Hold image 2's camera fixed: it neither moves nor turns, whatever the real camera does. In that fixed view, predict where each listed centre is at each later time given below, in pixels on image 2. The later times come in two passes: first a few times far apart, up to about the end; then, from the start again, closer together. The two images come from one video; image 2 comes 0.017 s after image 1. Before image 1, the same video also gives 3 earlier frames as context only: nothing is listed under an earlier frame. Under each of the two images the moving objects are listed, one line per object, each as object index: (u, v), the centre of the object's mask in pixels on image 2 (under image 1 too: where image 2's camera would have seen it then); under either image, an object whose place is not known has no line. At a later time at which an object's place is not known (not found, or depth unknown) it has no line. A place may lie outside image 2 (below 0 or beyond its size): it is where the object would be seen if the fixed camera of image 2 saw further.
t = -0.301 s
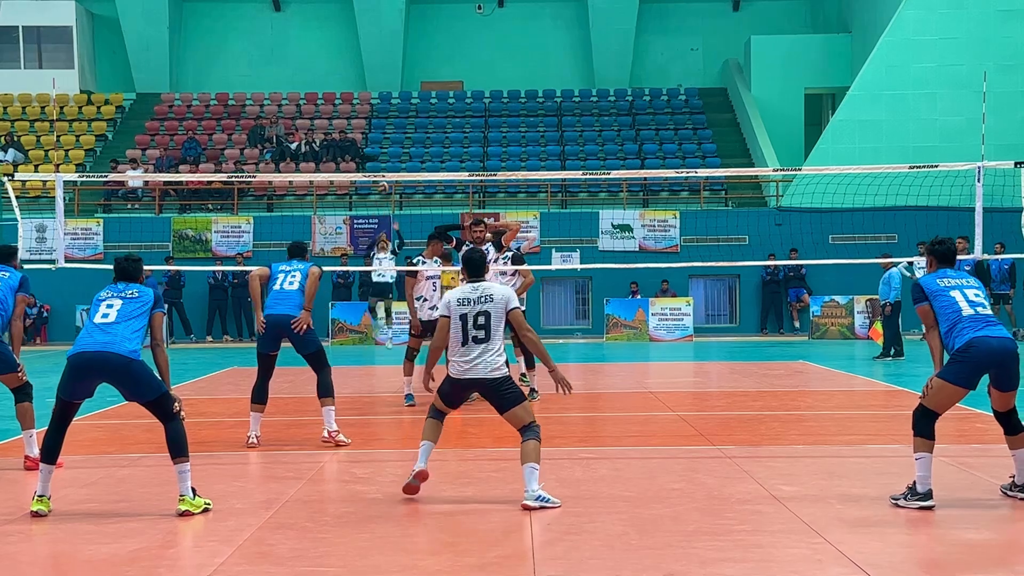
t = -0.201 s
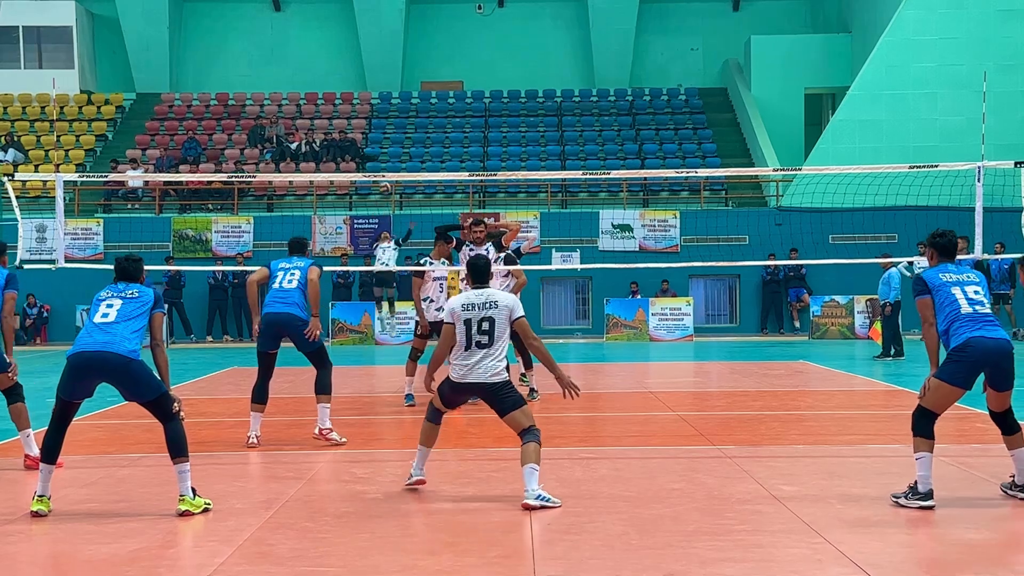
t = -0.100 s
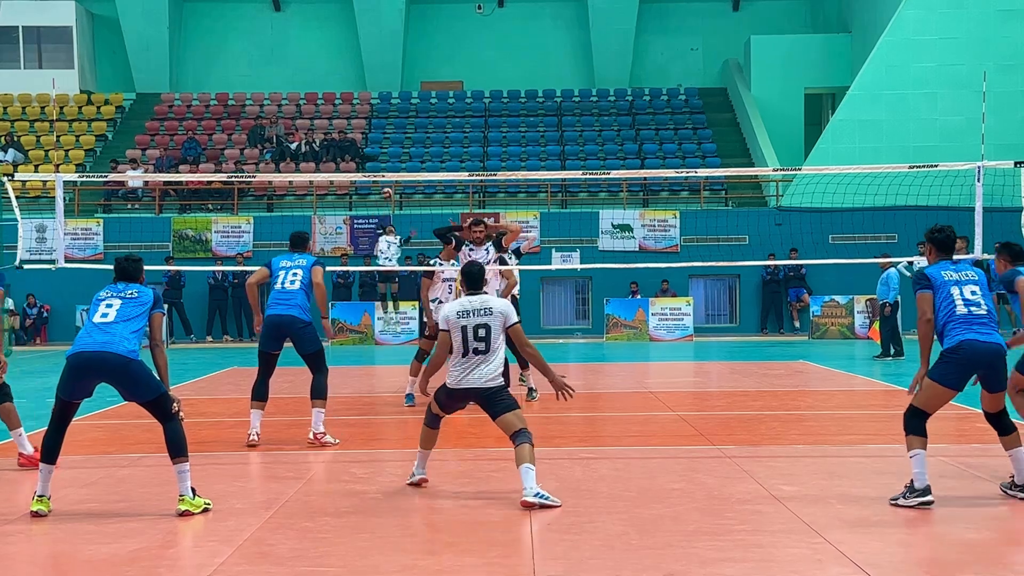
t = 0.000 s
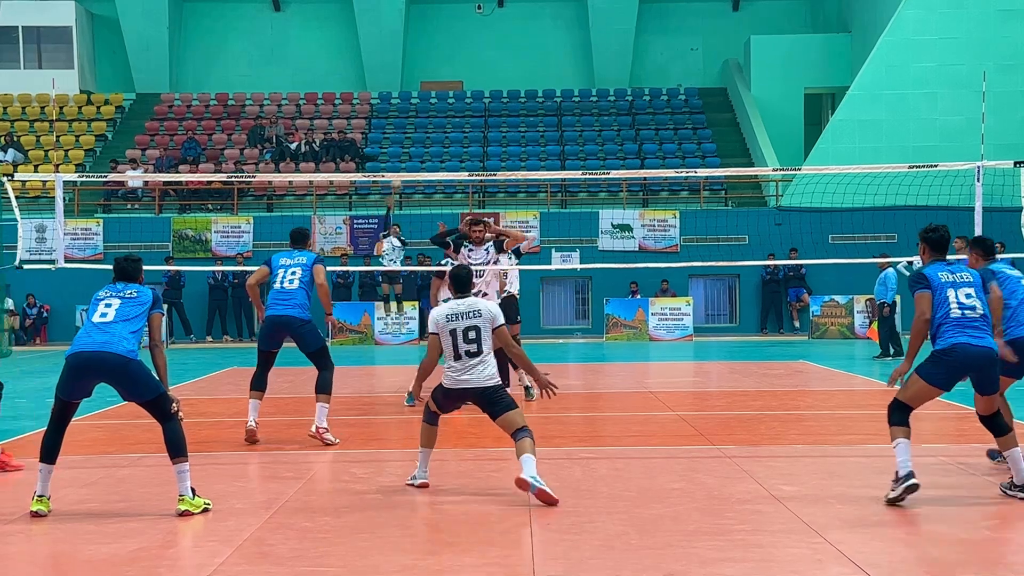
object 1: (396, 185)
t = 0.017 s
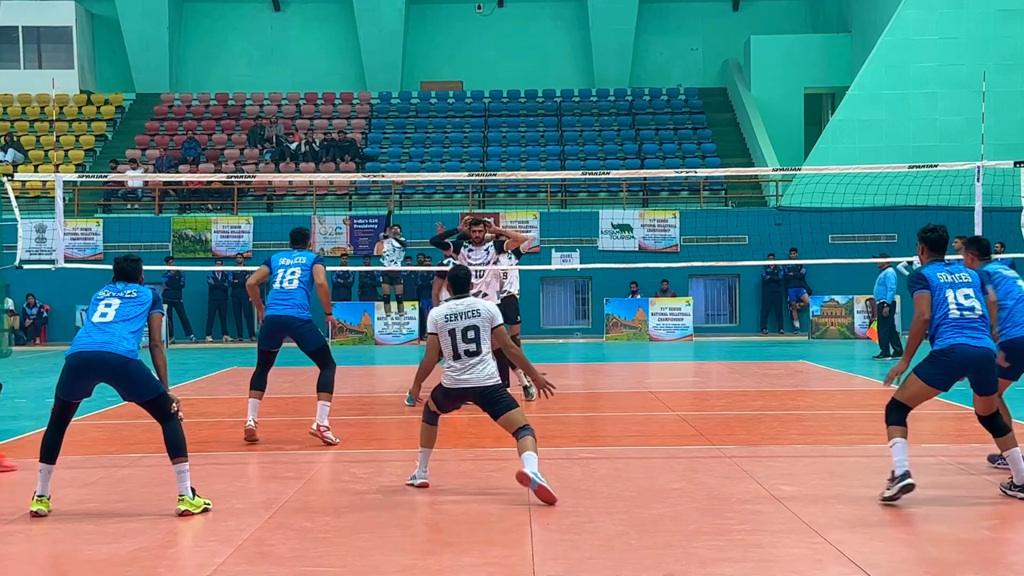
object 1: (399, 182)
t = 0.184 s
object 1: (433, 134)
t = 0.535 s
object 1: (514, 80)
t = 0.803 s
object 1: (618, 103)
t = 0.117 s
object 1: (420, 152)
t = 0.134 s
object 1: (423, 147)
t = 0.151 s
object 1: (426, 143)
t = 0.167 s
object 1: (429, 138)
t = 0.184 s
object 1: (433, 134)
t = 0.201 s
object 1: (436, 131)
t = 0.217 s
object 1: (439, 127)
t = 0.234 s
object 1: (442, 124)
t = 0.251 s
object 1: (446, 119)
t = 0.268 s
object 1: (449, 116)
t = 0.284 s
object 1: (453, 113)
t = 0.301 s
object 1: (457, 110)
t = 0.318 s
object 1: (460, 107)
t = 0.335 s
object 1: (464, 104)
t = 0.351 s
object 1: (468, 102)
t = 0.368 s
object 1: (472, 99)
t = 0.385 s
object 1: (476, 97)
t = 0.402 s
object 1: (480, 94)
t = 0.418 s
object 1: (483, 91)
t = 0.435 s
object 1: (487, 89)
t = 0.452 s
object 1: (492, 87)
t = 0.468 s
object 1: (496, 85)
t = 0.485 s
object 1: (500, 84)
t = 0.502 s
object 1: (505, 82)
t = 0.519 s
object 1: (509, 80)
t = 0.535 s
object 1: (514, 80)
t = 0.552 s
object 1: (519, 79)
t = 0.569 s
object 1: (524, 79)
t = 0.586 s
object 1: (529, 79)
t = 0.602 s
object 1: (534, 79)
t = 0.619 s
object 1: (540, 79)
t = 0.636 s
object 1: (546, 80)
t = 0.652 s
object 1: (552, 80)
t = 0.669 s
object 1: (558, 82)
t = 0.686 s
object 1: (565, 84)
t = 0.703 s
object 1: (572, 85)
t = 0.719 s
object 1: (580, 88)
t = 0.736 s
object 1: (586, 90)
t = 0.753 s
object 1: (593, 93)
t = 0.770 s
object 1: (602, 96)
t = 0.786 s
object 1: (610, 99)
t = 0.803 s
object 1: (618, 103)
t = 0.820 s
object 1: (626, 108)
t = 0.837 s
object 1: (634, 112)
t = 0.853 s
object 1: (642, 118)
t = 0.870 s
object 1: (651, 123)
